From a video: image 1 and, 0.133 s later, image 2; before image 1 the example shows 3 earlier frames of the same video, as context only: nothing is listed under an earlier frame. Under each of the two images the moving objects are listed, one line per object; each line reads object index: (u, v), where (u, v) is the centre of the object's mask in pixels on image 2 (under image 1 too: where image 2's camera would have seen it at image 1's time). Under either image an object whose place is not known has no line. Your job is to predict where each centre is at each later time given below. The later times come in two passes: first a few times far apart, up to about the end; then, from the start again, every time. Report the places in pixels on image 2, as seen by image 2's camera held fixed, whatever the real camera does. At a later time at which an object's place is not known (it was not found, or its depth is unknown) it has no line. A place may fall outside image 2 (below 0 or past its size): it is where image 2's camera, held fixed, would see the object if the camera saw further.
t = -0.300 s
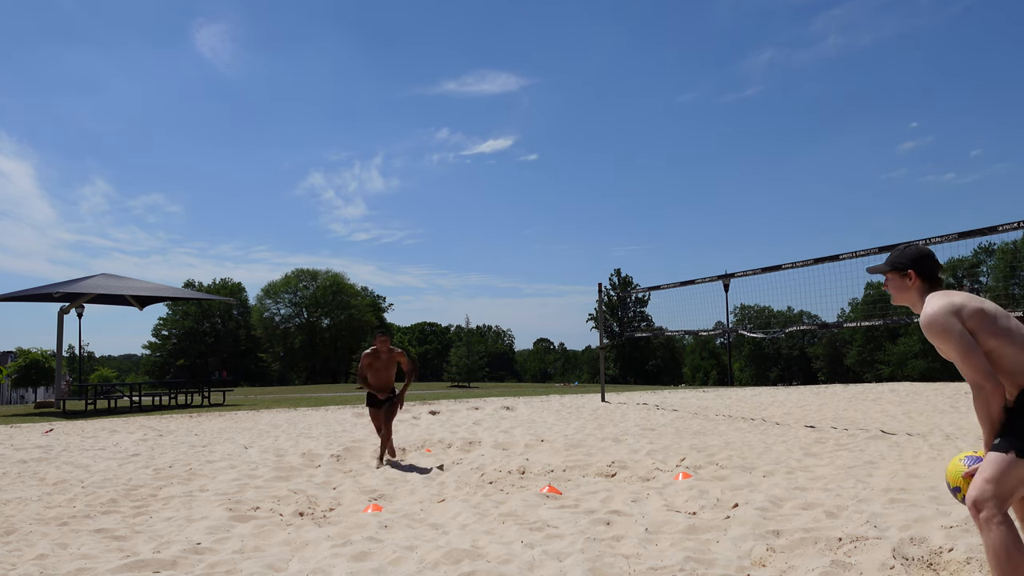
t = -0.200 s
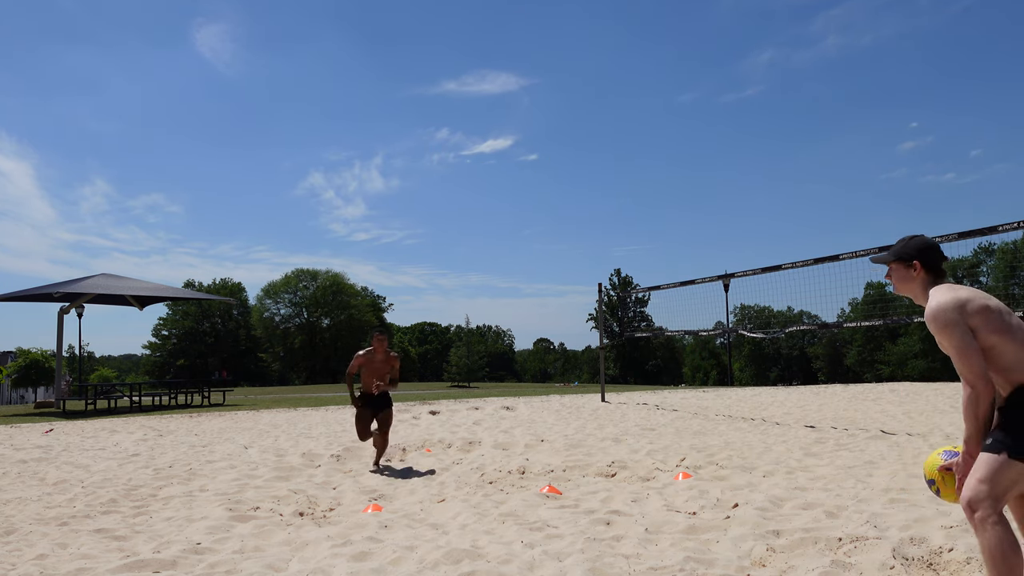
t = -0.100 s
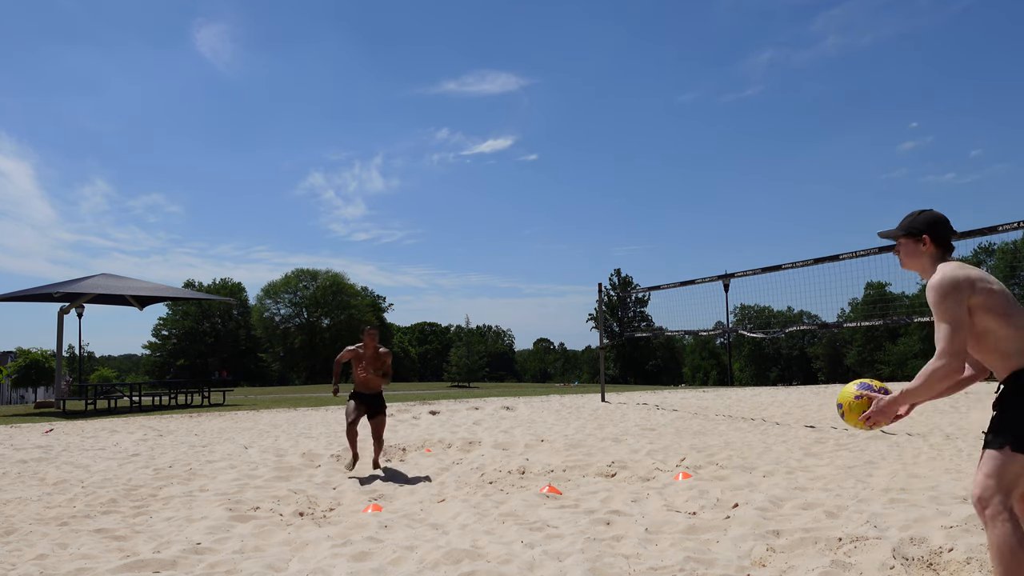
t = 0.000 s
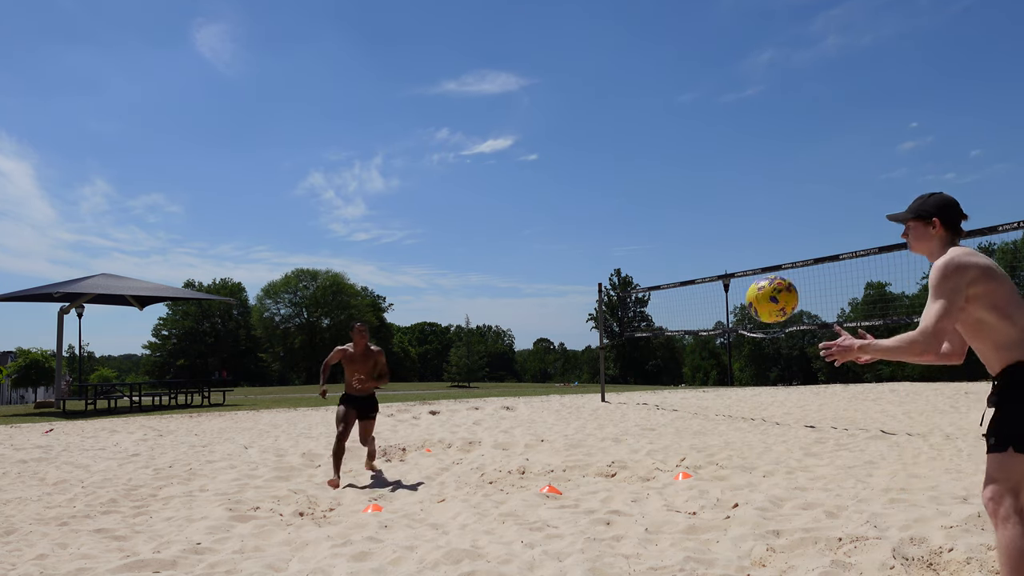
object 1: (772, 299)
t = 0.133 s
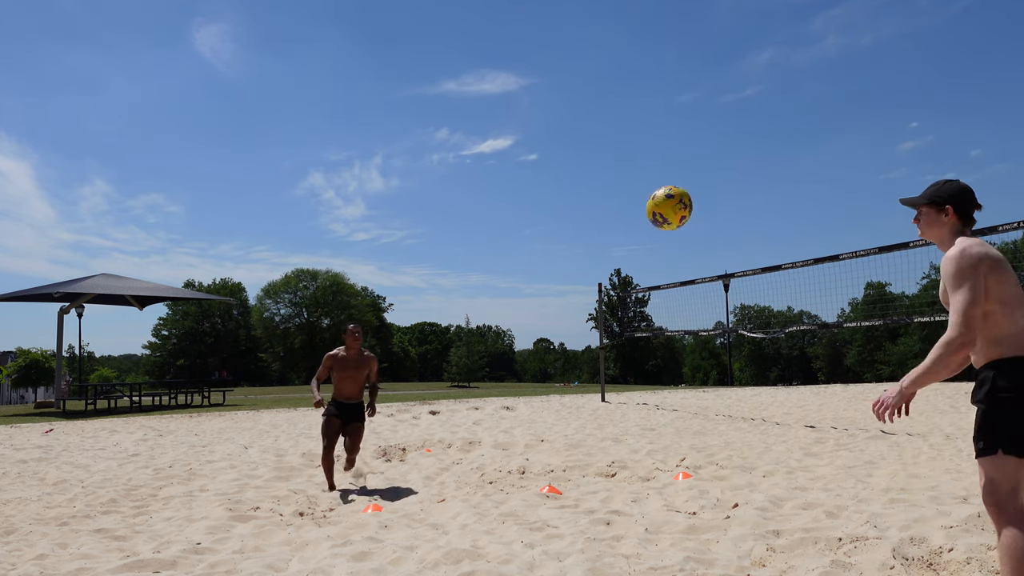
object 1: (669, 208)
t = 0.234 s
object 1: (604, 169)
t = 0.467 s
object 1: (482, 159)
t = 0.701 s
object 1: (388, 231)
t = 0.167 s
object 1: (647, 192)
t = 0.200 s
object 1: (625, 180)
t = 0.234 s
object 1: (604, 169)
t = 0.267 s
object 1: (585, 162)
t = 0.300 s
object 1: (566, 156)
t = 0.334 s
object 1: (548, 153)
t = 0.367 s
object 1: (530, 152)
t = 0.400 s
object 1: (514, 152)
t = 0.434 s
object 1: (498, 155)
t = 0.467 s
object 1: (482, 159)
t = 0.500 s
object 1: (467, 165)
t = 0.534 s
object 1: (453, 172)
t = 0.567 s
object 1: (439, 181)
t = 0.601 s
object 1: (426, 191)
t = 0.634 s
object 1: (413, 203)
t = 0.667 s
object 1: (400, 216)
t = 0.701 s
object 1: (388, 231)
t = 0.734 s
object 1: (376, 247)
